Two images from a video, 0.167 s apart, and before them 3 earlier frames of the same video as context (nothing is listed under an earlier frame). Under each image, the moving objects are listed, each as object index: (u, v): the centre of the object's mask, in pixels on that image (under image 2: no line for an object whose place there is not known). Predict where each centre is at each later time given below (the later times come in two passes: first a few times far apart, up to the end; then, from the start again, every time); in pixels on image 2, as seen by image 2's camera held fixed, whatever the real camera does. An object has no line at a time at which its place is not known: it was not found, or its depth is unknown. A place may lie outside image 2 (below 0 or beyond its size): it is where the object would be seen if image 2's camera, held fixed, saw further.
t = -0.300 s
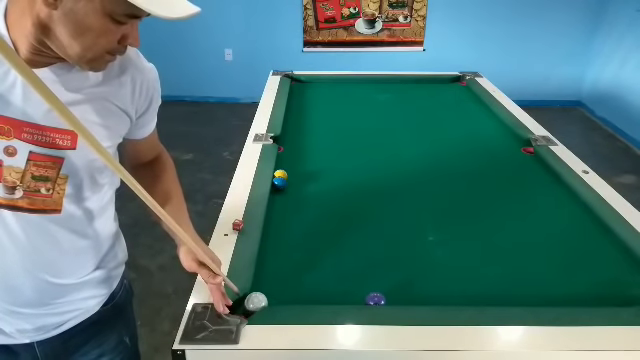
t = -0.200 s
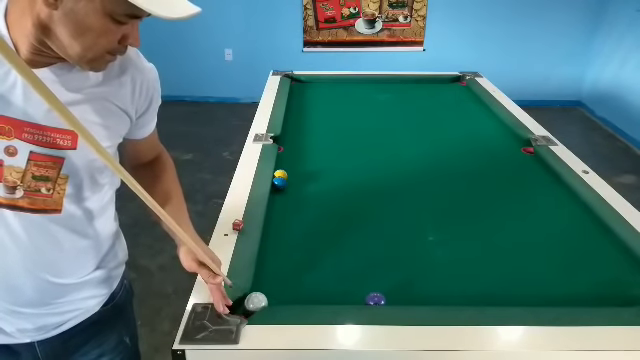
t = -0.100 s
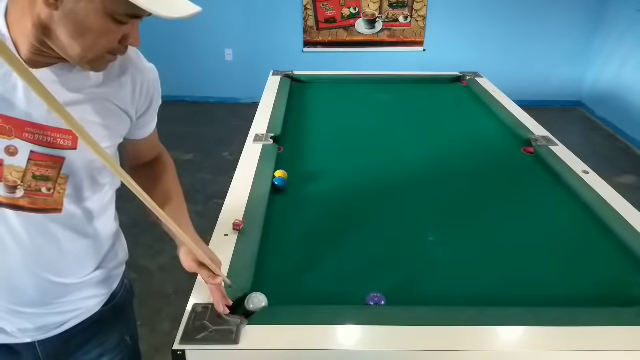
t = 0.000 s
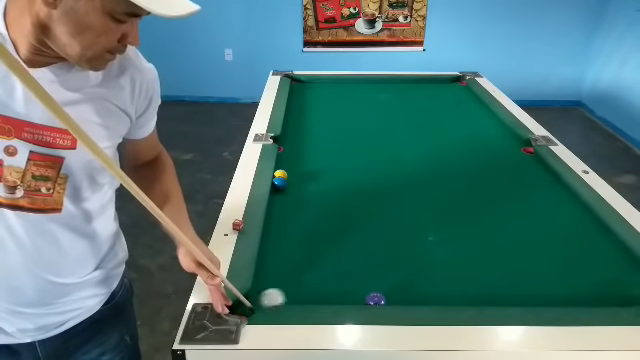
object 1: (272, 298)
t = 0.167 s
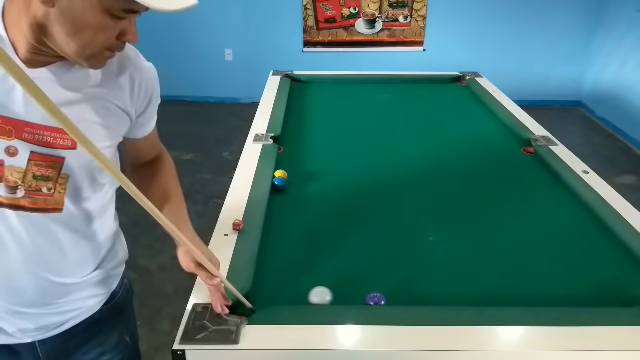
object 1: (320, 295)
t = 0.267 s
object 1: (342, 296)
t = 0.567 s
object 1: (367, 298)
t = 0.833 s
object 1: (379, 298)
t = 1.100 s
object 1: (386, 298)
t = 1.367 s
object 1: (389, 298)
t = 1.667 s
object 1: (388, 298)
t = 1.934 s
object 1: (388, 298)
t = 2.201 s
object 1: (388, 298)
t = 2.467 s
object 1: (389, 298)
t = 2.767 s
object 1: (388, 298)
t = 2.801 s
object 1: (388, 298)
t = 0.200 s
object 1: (327, 296)
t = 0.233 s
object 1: (334, 296)
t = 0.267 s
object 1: (342, 296)
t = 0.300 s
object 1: (349, 296)
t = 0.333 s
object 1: (353, 296)
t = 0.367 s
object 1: (355, 297)
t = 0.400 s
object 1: (357, 297)
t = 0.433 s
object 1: (359, 297)
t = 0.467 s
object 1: (362, 297)
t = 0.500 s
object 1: (363, 297)
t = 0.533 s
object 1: (366, 297)
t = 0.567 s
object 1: (367, 298)
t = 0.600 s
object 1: (369, 298)
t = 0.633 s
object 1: (371, 298)
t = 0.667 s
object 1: (373, 298)
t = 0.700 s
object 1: (374, 298)
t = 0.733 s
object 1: (376, 298)
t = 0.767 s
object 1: (377, 298)
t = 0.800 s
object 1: (378, 298)
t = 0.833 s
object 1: (379, 298)
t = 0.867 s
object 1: (380, 298)
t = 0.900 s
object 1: (381, 298)
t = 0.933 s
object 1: (382, 298)
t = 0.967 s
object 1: (383, 298)
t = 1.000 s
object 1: (384, 298)
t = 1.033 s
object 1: (385, 298)
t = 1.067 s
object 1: (385, 298)
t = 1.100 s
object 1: (386, 298)
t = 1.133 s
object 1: (387, 298)
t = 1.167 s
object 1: (387, 298)
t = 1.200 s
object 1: (388, 298)
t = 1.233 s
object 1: (388, 298)
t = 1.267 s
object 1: (388, 298)
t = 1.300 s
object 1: (388, 298)
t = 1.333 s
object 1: (388, 298)
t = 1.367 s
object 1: (389, 298)
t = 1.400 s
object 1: (388, 298)
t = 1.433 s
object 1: (388, 298)
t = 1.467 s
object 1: (388, 298)
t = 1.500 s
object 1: (388, 298)
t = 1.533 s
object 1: (388, 298)
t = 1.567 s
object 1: (388, 298)
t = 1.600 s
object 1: (388, 298)
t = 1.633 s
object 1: (388, 298)
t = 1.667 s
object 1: (388, 298)
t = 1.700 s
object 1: (388, 298)
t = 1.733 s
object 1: (388, 298)
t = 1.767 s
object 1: (388, 298)
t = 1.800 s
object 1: (388, 298)
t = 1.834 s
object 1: (388, 298)
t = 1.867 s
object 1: (388, 298)
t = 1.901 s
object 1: (388, 298)
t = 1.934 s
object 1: (388, 298)
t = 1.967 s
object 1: (388, 298)
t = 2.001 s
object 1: (388, 298)
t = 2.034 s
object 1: (388, 298)
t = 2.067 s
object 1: (388, 298)
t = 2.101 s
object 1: (388, 298)
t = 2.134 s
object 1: (388, 298)
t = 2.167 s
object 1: (388, 298)
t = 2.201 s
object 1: (388, 298)
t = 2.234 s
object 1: (388, 298)
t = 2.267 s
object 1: (388, 298)
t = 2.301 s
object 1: (388, 298)
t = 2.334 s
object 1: (388, 298)
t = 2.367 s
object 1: (388, 298)
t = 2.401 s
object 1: (388, 298)
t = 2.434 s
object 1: (388, 298)
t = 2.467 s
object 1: (389, 298)
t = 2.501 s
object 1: (388, 298)
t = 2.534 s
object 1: (388, 298)
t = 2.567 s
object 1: (388, 298)
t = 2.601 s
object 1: (388, 298)
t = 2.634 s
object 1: (388, 298)
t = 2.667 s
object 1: (388, 298)
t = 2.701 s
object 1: (388, 298)
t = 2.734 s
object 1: (388, 298)
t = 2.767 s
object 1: (388, 298)
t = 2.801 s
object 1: (388, 298)
